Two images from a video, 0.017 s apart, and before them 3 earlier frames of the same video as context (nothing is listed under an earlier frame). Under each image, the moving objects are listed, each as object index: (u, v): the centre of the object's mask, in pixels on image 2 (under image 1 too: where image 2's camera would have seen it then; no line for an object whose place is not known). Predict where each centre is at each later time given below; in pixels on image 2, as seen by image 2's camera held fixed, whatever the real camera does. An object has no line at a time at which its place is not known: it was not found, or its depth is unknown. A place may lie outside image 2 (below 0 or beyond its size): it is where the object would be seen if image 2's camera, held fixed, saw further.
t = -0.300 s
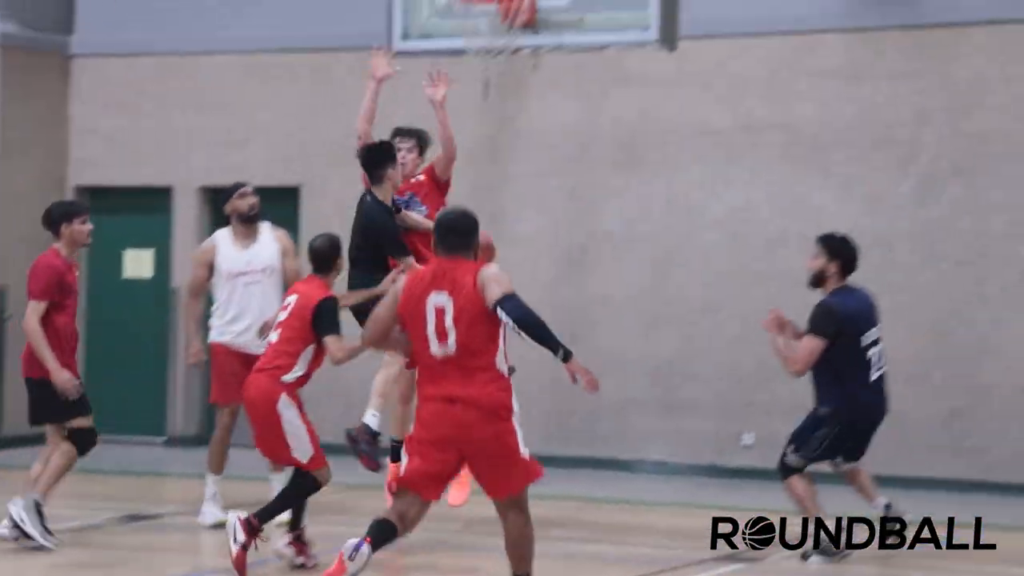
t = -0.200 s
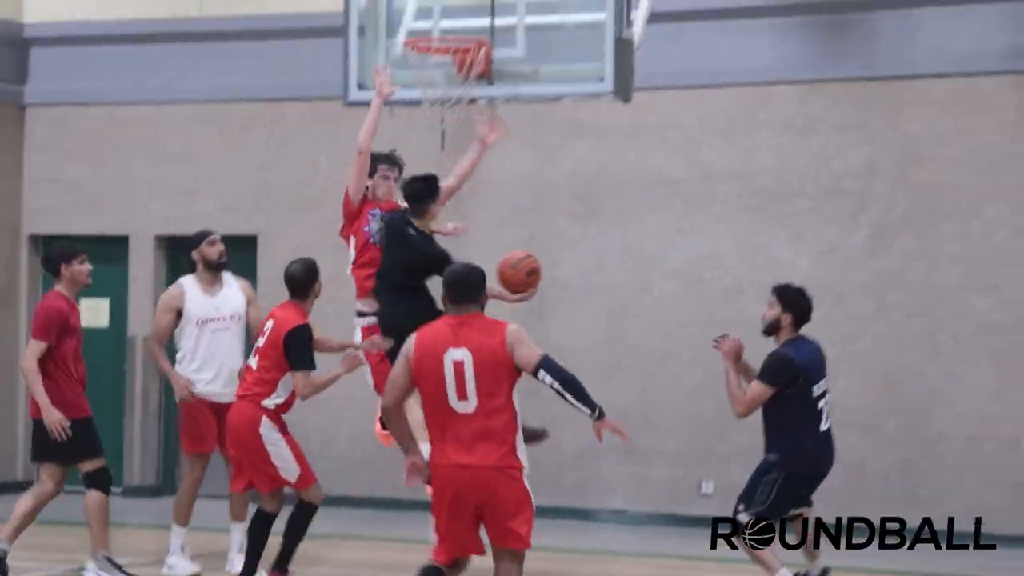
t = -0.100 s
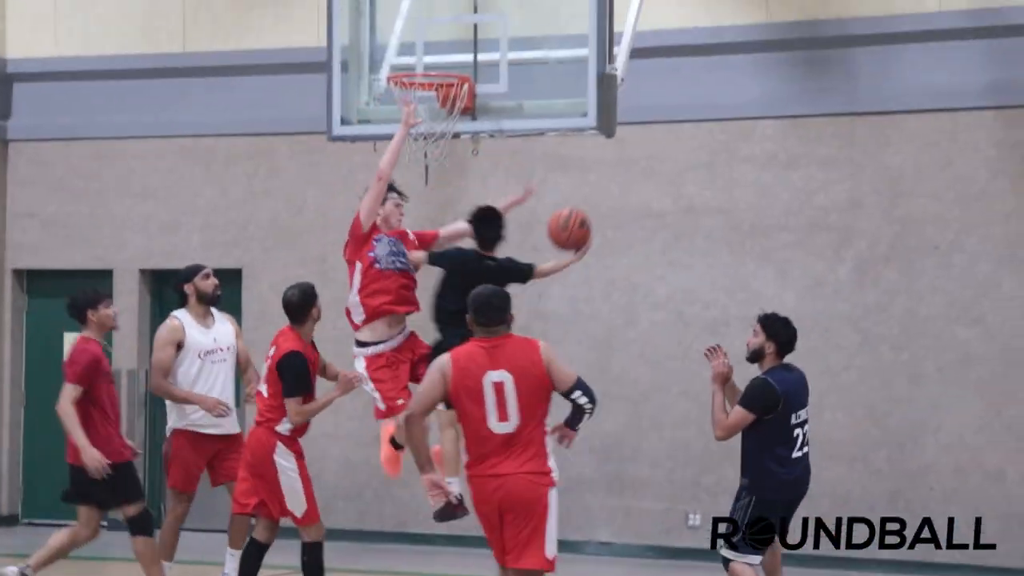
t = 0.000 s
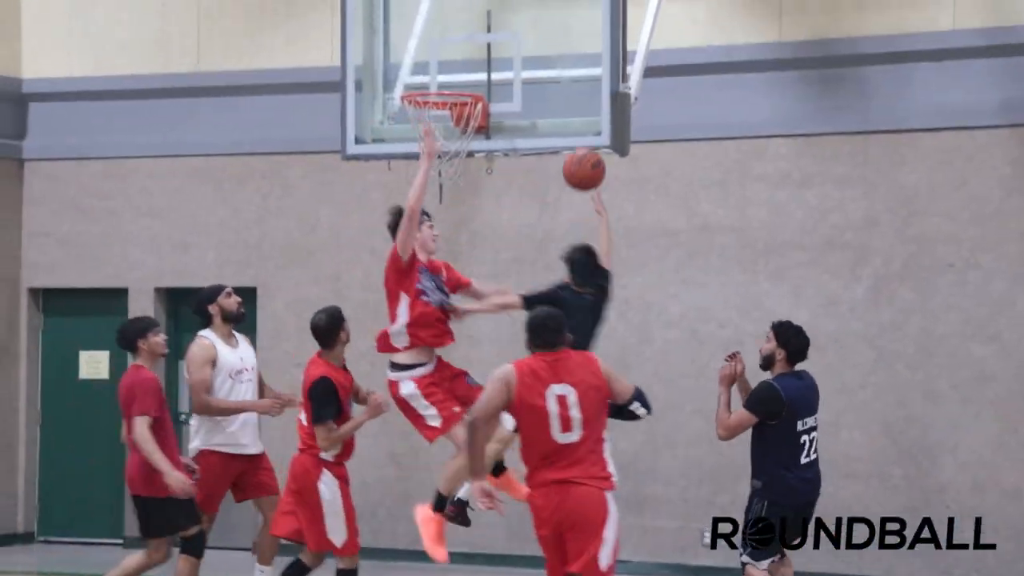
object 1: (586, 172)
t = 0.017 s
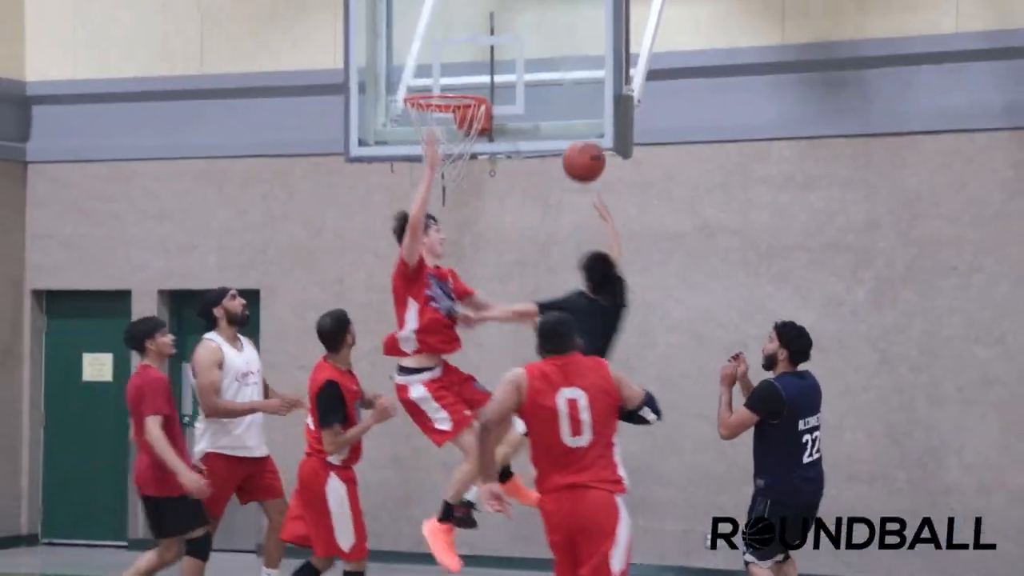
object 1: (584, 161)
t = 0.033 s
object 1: (580, 150)
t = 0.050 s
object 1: (576, 140)
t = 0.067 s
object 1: (573, 131)
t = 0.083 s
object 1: (570, 123)
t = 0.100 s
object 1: (566, 115)
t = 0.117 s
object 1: (563, 107)
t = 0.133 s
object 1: (559, 100)
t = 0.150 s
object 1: (556, 93)
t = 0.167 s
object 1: (552, 87)
